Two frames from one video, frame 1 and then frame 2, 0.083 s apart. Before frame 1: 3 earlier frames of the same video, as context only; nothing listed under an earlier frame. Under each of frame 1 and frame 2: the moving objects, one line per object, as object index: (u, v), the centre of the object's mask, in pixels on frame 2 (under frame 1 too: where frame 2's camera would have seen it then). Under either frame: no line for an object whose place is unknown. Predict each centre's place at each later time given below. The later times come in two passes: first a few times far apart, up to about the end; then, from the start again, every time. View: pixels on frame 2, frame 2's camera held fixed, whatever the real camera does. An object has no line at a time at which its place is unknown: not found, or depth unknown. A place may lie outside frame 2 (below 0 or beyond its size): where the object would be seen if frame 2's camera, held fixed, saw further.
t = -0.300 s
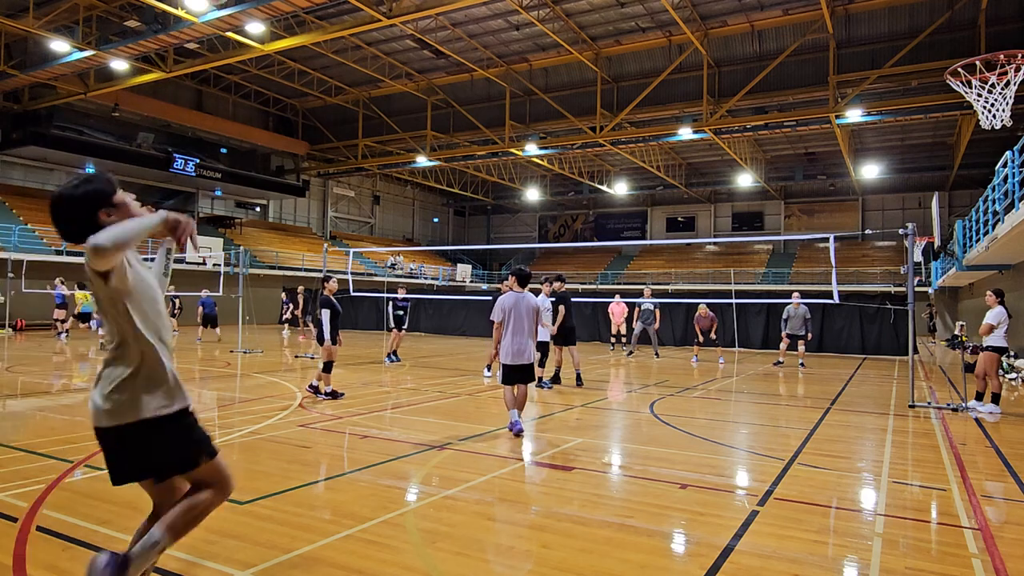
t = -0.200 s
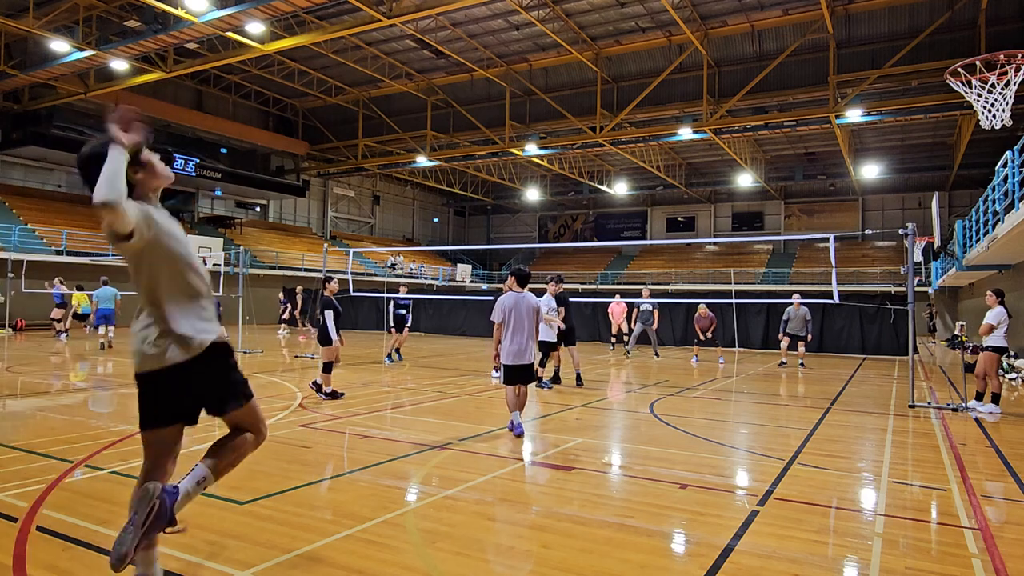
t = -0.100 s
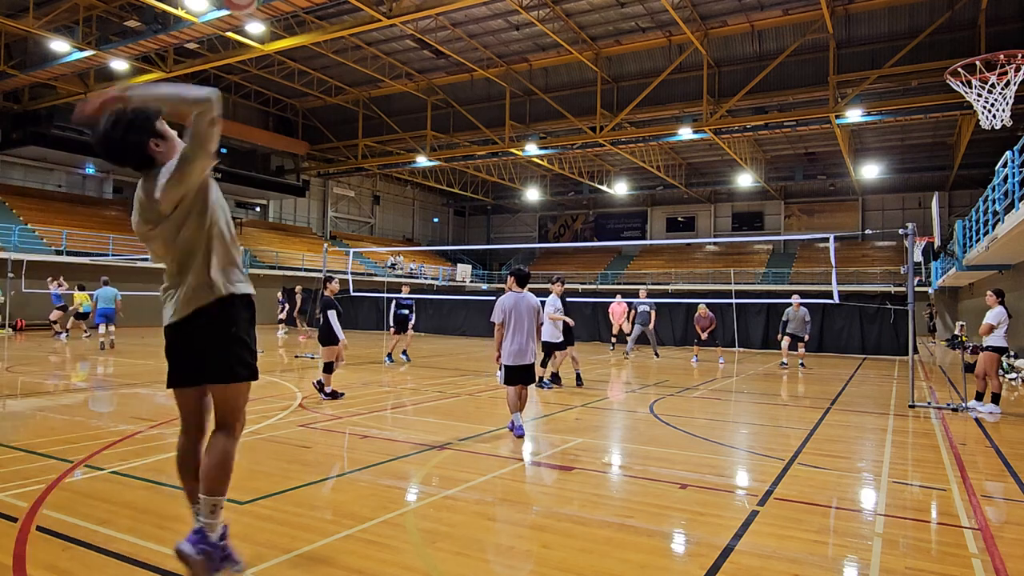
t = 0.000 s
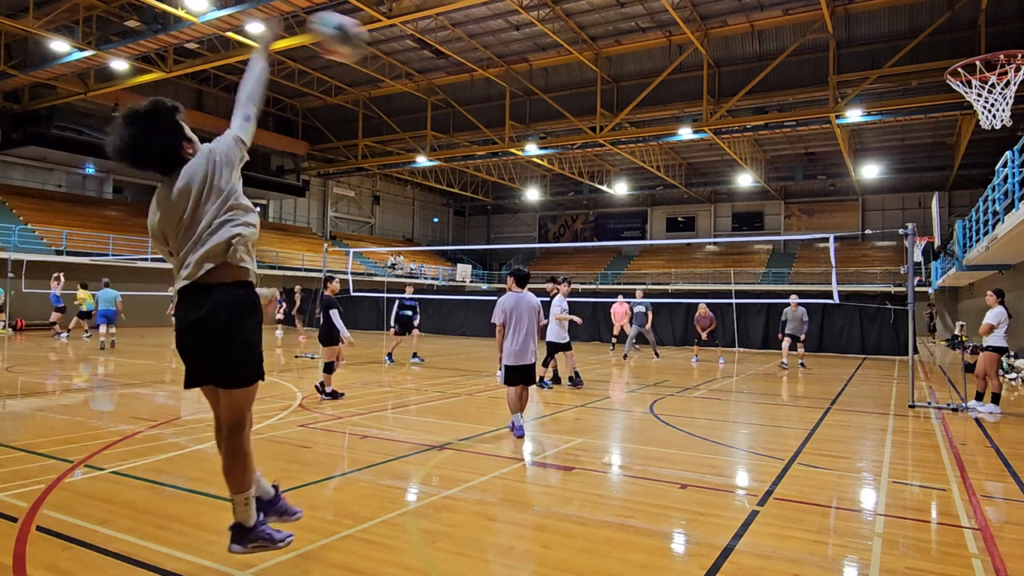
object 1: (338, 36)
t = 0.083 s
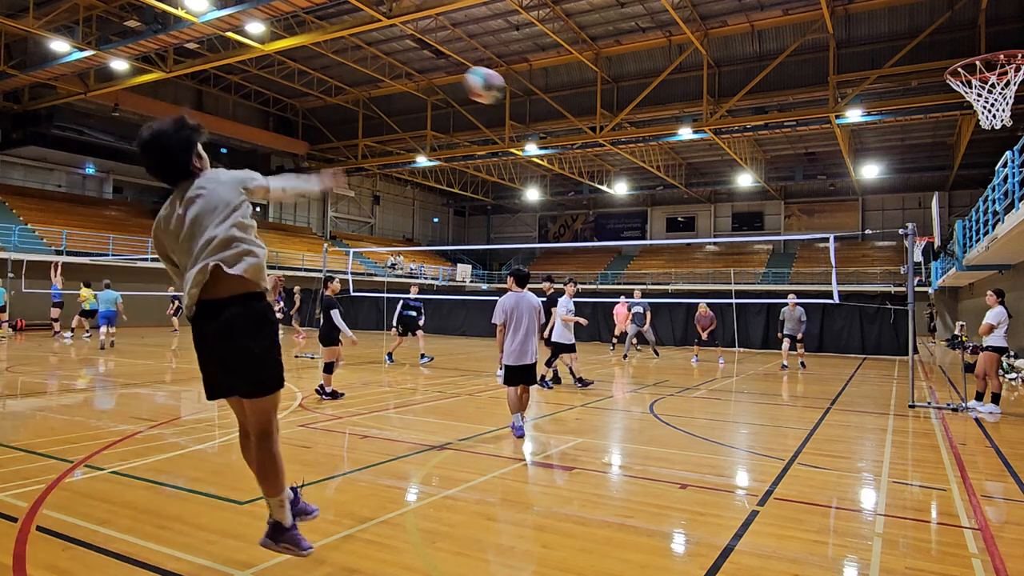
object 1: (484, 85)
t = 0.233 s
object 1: (619, 146)
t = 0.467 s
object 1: (724, 223)
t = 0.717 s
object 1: (759, 281)
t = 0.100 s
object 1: (504, 93)
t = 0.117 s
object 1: (524, 100)
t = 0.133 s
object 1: (540, 107)
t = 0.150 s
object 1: (556, 114)
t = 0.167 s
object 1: (571, 121)
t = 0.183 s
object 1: (584, 127)
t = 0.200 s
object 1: (596, 133)
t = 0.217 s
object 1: (608, 140)
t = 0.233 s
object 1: (619, 146)
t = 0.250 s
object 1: (629, 151)
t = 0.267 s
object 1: (639, 157)
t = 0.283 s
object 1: (648, 163)
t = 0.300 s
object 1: (656, 169)
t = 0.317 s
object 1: (665, 175)
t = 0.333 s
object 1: (673, 180)
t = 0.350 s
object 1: (680, 186)
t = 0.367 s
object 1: (687, 191)
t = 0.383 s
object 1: (695, 196)
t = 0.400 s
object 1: (700, 201)
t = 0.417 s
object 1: (707, 207)
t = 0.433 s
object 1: (712, 212)
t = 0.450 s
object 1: (718, 218)
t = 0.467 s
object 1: (724, 223)
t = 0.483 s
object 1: (729, 228)
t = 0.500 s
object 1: (734, 233)
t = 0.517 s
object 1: (739, 239)
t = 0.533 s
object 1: (744, 245)
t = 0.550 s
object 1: (748, 250)
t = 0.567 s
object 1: (752, 255)
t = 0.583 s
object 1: (756, 260)
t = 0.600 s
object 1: (760, 265)
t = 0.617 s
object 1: (763, 269)
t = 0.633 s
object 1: (764, 272)
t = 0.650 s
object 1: (765, 274)
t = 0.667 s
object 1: (765, 276)
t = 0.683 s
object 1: (764, 278)
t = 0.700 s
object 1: (762, 279)
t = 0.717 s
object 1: (759, 281)
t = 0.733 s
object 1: (757, 283)
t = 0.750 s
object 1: (755, 285)
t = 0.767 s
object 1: (753, 287)
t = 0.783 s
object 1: (751, 290)
